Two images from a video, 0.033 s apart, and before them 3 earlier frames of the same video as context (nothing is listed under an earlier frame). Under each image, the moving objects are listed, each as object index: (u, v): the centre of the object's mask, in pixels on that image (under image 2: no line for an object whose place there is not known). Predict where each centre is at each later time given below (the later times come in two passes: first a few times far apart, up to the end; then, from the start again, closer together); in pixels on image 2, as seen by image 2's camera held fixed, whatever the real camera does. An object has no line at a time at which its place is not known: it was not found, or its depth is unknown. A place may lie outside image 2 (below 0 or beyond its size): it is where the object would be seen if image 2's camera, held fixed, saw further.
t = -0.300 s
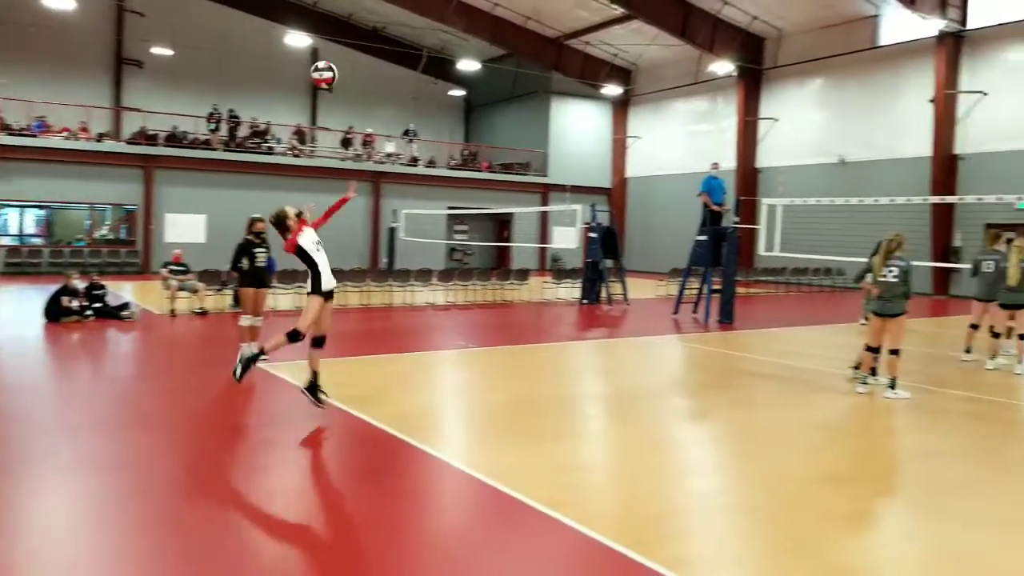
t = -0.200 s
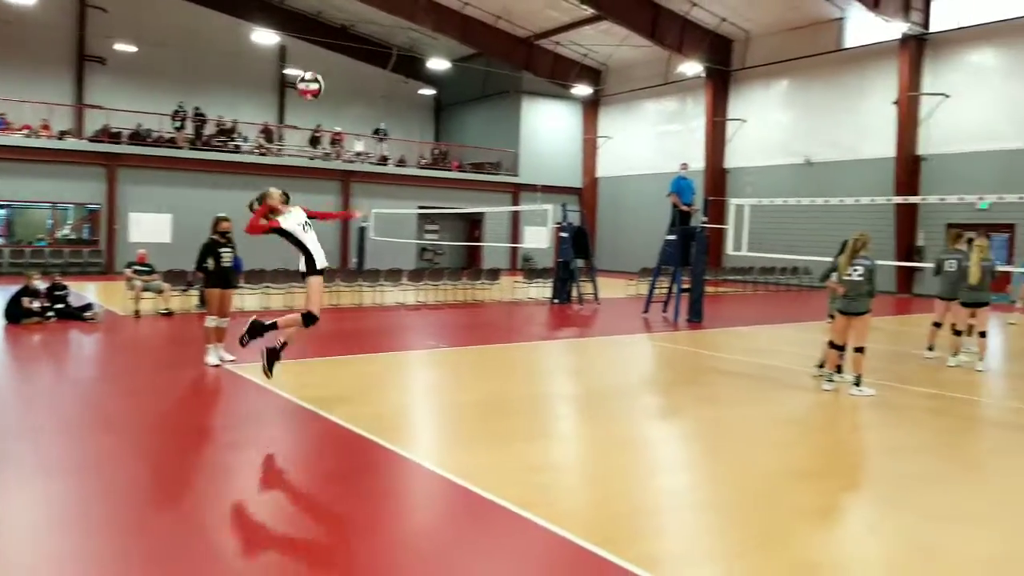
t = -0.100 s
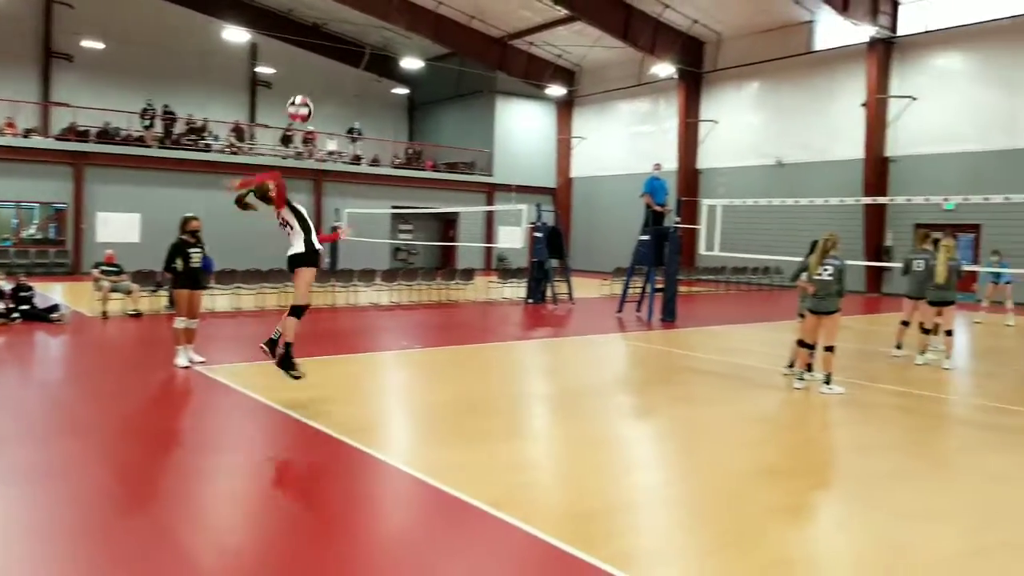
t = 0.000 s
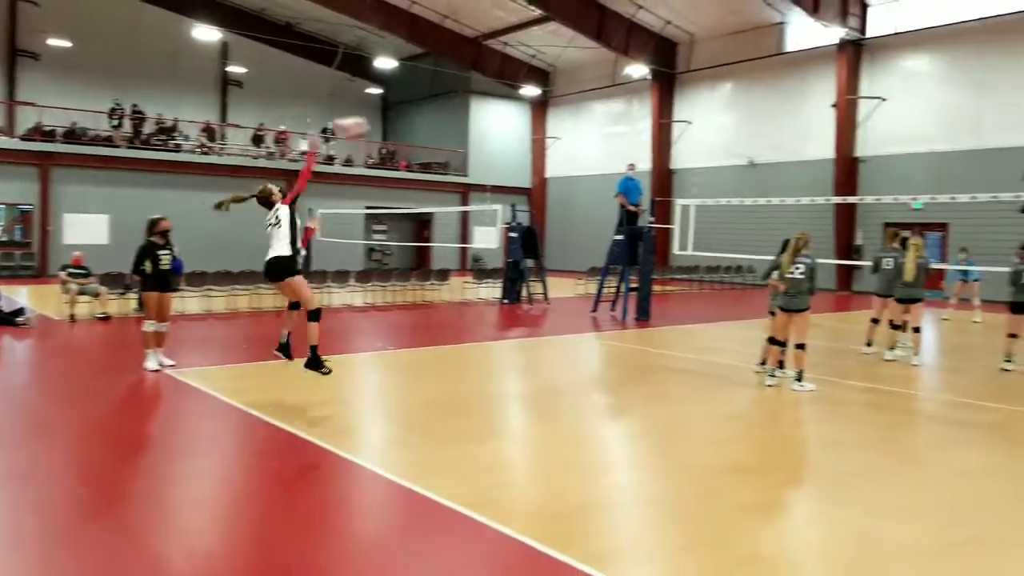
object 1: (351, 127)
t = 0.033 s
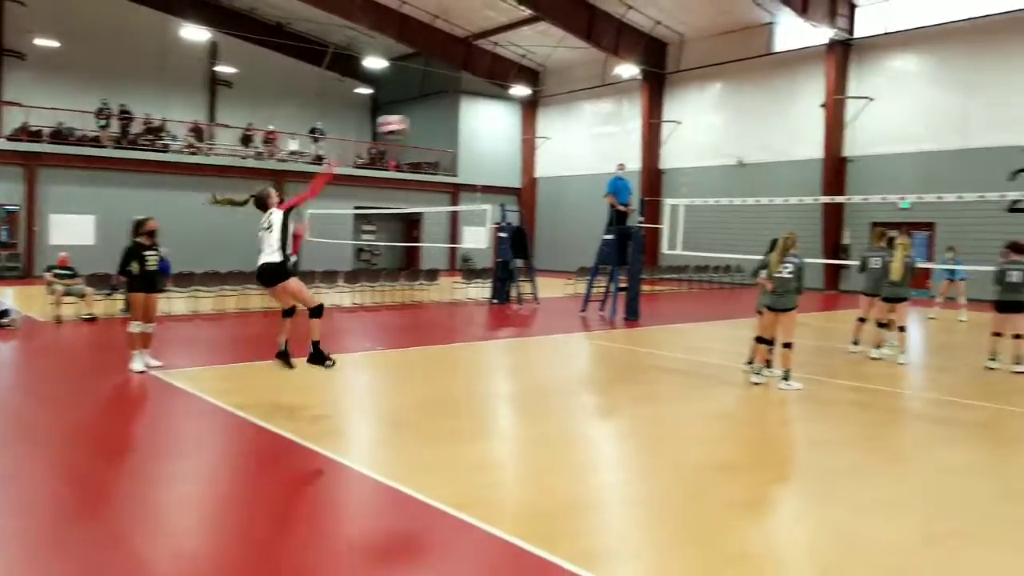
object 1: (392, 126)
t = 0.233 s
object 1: (607, 135)
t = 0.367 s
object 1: (694, 152)
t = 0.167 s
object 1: (549, 130)
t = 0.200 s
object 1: (580, 132)
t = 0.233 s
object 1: (607, 135)
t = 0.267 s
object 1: (632, 138)
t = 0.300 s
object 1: (654, 141)
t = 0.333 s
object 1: (676, 147)
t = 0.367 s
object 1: (694, 152)
